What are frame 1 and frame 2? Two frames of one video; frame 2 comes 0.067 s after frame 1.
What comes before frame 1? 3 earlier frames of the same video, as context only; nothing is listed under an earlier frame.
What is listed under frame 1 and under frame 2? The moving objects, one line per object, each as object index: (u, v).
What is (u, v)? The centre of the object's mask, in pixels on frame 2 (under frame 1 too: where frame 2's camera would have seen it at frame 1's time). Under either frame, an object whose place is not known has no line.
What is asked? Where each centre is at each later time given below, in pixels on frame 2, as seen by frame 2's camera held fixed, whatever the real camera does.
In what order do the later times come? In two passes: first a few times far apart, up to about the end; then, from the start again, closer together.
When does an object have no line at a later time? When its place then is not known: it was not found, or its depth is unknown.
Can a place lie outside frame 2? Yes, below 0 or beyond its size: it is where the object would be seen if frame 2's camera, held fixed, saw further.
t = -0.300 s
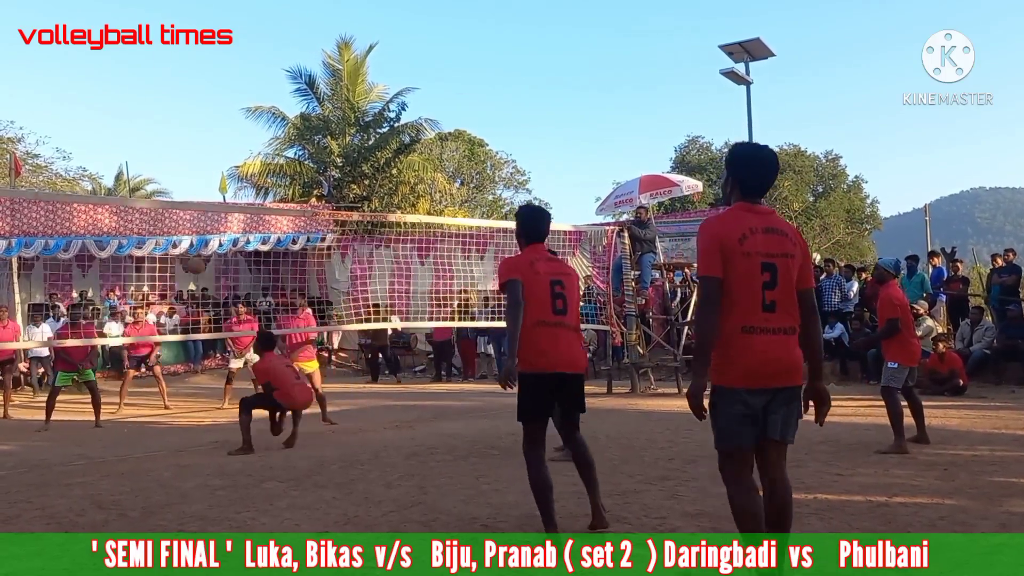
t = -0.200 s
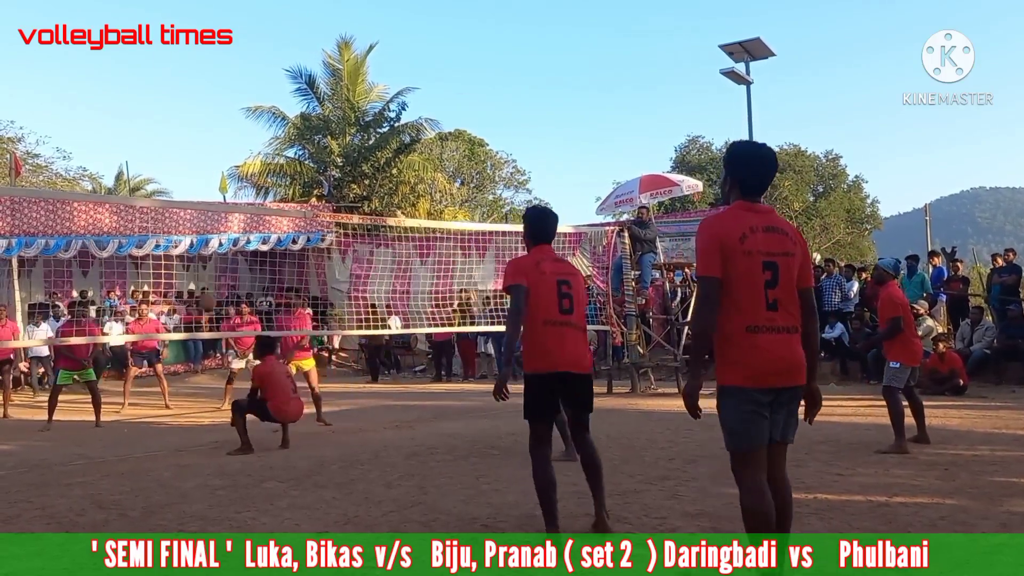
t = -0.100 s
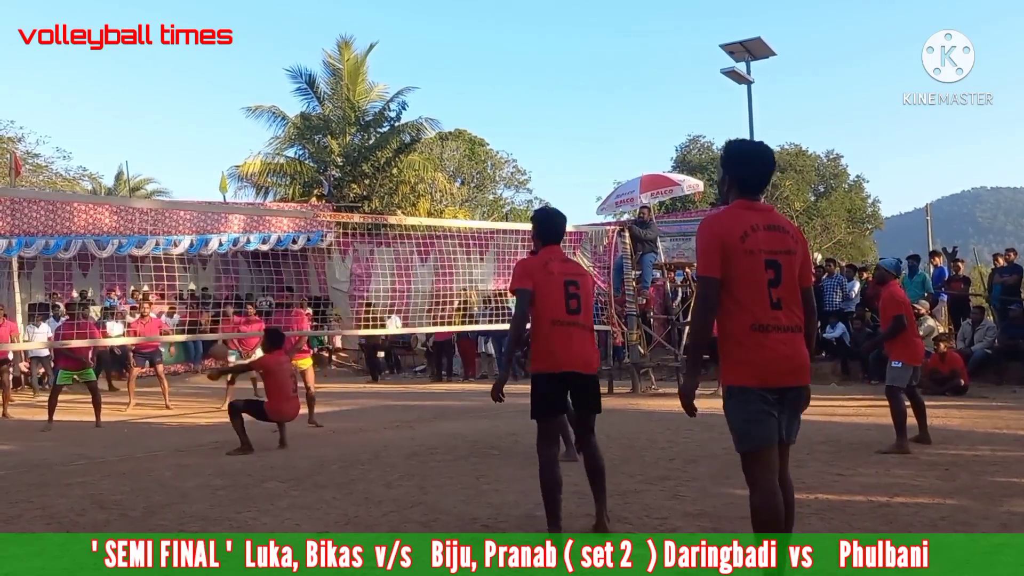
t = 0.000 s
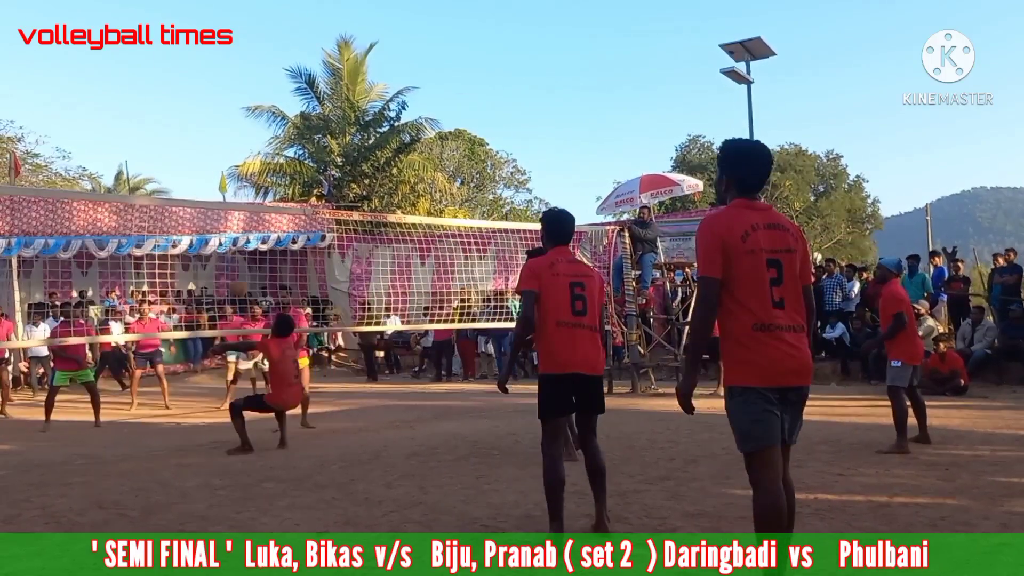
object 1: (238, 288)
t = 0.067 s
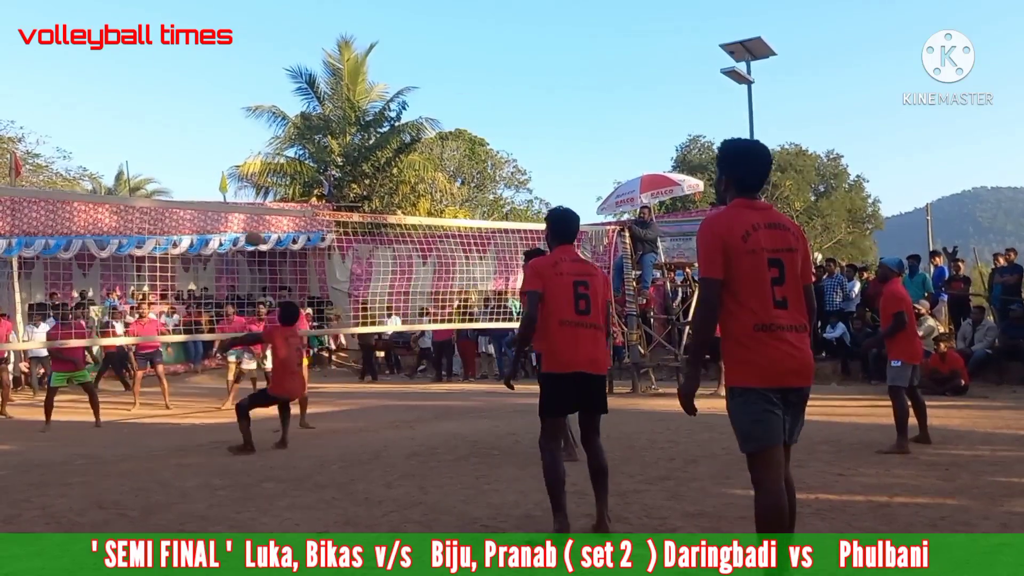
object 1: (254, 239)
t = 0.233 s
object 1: (291, 138)
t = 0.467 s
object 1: (345, 43)
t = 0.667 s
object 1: (394, 6)
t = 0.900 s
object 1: (452, 12)
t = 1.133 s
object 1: (512, 77)
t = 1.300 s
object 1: (557, 159)
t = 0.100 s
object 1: (261, 217)
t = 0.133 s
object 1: (268, 195)
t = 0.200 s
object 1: (283, 155)
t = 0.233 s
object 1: (291, 138)
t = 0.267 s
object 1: (299, 121)
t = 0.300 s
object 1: (306, 107)
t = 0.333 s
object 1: (315, 91)
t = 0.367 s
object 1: (321, 78)
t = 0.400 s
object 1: (329, 65)
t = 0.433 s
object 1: (336, 54)
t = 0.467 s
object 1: (345, 43)
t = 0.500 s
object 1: (353, 34)
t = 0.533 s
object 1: (361, 26)
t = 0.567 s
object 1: (369, 19)
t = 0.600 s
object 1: (378, 14)
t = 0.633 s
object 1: (386, 9)
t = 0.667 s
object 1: (394, 6)
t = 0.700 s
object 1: (402, 5)
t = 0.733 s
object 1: (410, 4)
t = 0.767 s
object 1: (418, 4)
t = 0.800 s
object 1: (426, 5)
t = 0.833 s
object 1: (435, 6)
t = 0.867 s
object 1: (444, 7)
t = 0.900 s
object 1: (452, 12)
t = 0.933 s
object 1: (461, 18)
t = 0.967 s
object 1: (470, 25)
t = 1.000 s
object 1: (478, 33)
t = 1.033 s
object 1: (487, 42)
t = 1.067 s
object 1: (495, 53)
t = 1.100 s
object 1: (504, 64)
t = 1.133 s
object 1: (512, 77)
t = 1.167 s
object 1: (521, 91)
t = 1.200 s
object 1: (530, 106)
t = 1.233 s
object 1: (539, 122)
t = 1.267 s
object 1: (548, 140)
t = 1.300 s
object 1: (557, 159)
